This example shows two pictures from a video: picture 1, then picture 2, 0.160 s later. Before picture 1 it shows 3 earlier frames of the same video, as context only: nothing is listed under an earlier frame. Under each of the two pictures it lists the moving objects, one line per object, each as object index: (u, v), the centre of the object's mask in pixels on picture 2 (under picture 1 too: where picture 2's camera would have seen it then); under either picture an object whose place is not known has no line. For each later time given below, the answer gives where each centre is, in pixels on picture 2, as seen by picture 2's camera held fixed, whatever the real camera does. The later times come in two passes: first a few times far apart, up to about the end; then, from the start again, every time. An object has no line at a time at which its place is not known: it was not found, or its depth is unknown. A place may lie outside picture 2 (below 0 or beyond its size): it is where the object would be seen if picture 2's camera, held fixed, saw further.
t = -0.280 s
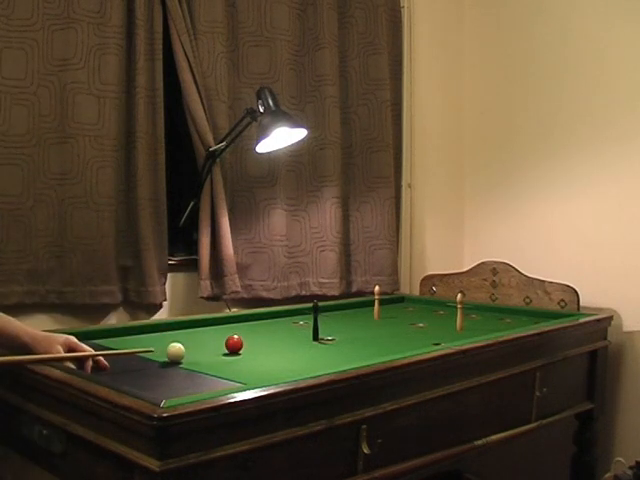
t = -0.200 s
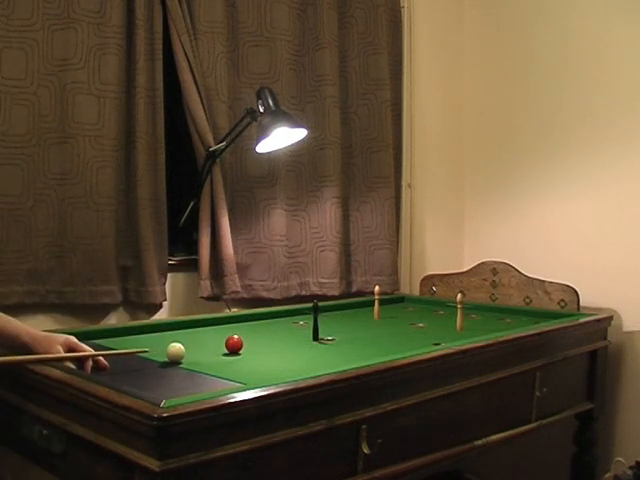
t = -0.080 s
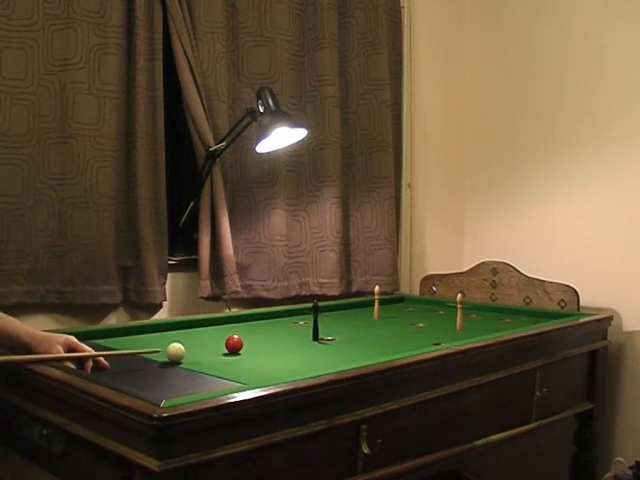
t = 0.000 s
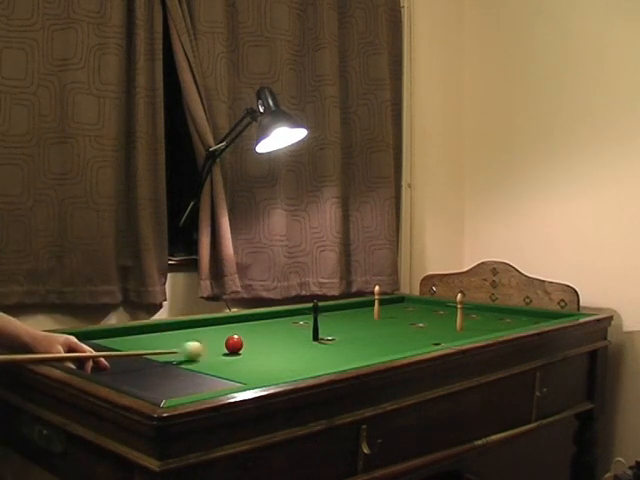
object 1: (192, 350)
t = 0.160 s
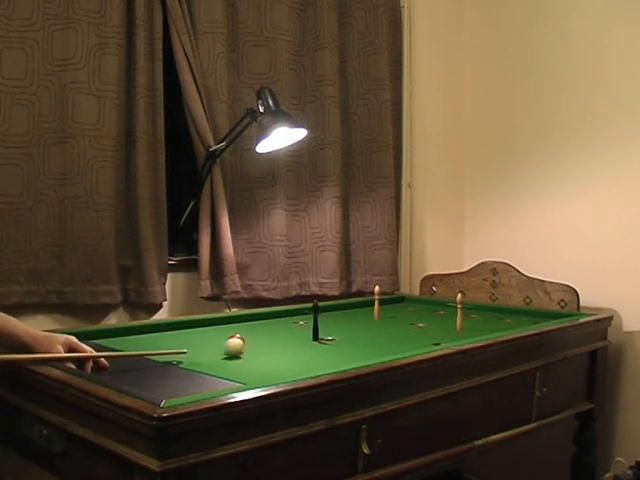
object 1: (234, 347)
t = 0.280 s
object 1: (259, 346)
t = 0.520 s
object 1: (306, 346)
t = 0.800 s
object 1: (358, 346)
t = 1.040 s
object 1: (398, 344)
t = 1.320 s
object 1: (437, 341)
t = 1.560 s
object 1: (437, 338)
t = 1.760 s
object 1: (437, 337)
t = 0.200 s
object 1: (243, 347)
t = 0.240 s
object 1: (251, 347)
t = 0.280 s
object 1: (259, 346)
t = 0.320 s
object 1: (267, 347)
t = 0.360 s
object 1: (275, 346)
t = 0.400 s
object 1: (283, 346)
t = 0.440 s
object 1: (291, 346)
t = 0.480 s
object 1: (298, 346)
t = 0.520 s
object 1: (306, 346)
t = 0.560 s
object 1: (314, 346)
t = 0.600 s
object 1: (322, 346)
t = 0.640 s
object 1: (329, 346)
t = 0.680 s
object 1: (336, 346)
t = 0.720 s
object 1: (344, 346)
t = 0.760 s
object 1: (351, 346)
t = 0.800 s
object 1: (358, 346)
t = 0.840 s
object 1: (365, 346)
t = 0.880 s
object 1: (372, 346)
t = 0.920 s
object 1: (378, 346)
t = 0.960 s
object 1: (385, 346)
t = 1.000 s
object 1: (392, 345)
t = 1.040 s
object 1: (398, 344)
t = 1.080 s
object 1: (404, 344)
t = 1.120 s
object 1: (411, 343)
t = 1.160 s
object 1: (417, 343)
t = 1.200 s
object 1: (423, 343)
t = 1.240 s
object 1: (429, 342)
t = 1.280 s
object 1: (435, 342)
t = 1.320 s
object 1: (437, 341)
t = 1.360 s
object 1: (437, 341)
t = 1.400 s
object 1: (437, 341)
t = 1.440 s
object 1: (437, 340)
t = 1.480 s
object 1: (437, 340)
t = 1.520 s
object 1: (437, 339)
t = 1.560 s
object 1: (437, 338)
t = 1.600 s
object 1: (437, 338)
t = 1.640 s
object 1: (437, 338)
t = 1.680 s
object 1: (437, 338)
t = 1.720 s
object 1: (437, 338)
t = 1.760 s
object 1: (437, 337)
